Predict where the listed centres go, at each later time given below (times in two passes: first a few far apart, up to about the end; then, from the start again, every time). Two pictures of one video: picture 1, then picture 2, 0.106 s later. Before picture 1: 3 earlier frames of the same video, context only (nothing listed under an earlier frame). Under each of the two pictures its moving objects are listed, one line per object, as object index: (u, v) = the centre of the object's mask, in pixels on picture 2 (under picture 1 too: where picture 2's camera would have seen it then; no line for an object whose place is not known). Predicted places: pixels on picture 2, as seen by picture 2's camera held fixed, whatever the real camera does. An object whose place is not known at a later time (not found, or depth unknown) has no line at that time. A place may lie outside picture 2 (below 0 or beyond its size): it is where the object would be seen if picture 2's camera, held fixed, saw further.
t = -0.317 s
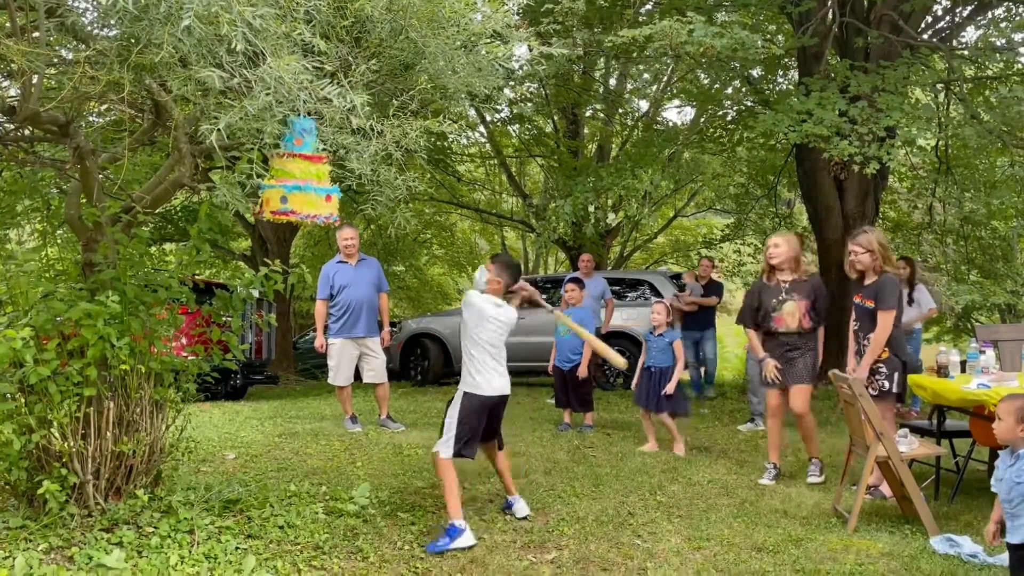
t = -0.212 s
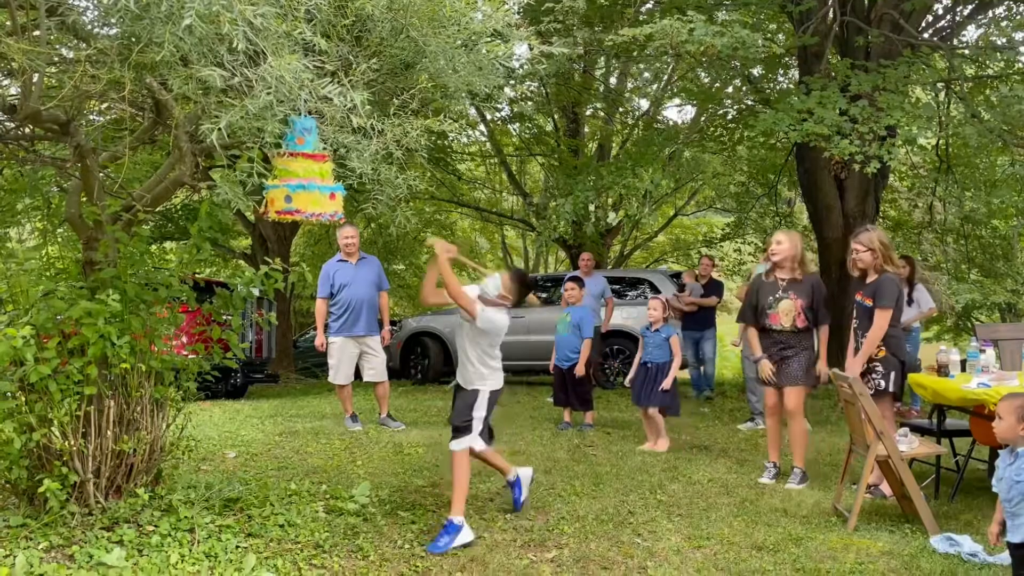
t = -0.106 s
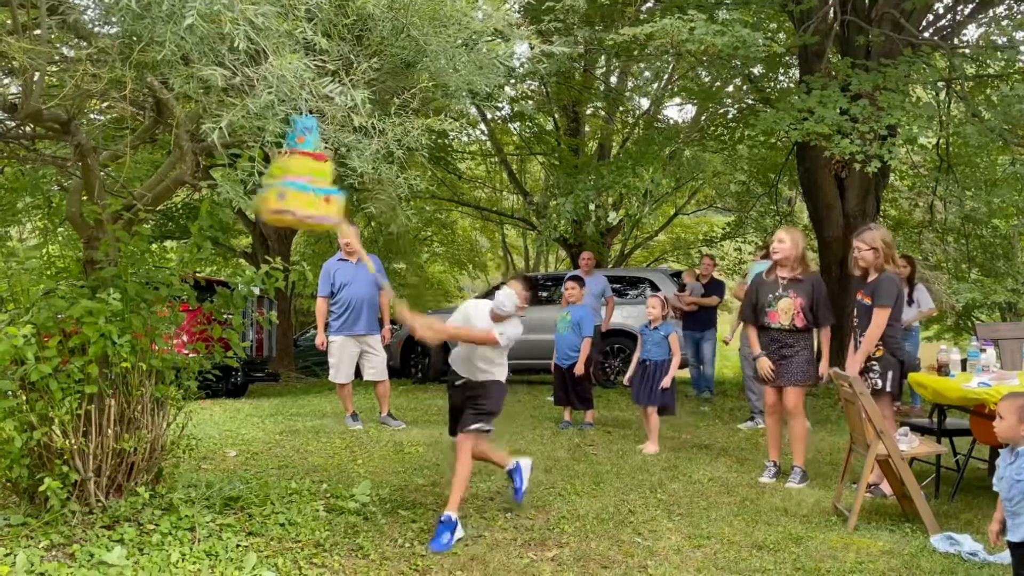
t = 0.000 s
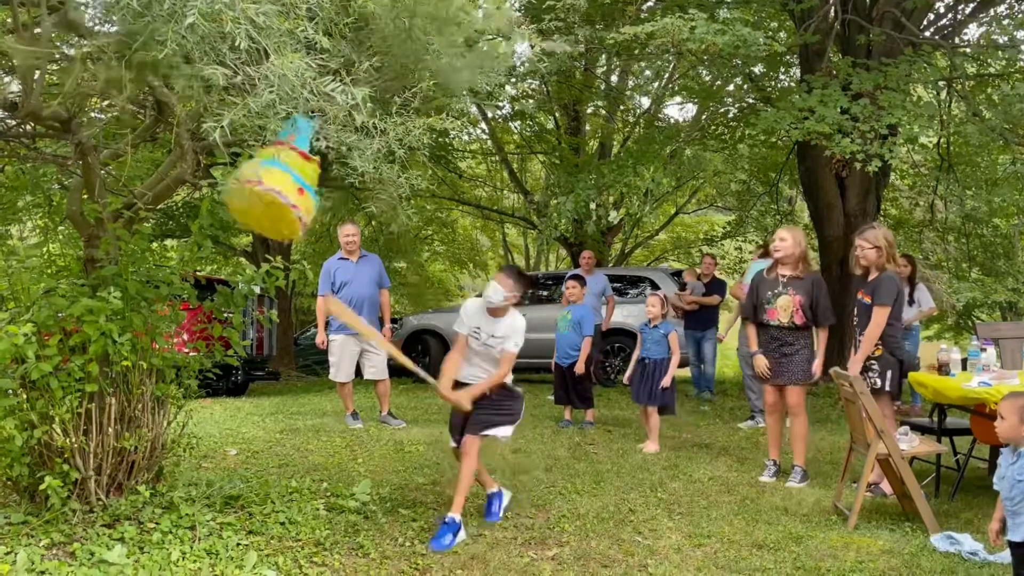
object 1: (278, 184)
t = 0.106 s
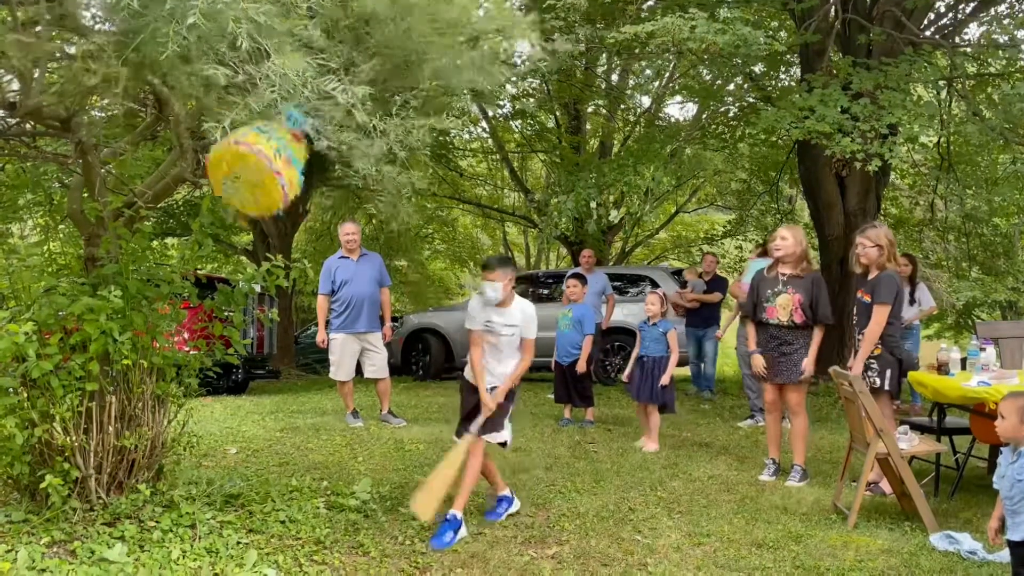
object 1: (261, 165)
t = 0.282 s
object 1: (253, 126)
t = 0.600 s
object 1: (274, 183)
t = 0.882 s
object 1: (325, 182)
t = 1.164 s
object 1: (335, 175)
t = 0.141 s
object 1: (258, 155)
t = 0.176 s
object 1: (253, 147)
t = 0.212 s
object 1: (252, 139)
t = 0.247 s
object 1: (254, 129)
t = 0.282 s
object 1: (253, 126)
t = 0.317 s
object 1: (252, 124)
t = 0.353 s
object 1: (253, 128)
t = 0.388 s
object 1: (253, 135)
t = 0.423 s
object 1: (255, 144)
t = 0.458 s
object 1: (259, 154)
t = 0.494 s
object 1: (264, 162)
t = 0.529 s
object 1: (267, 171)
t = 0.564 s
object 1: (271, 178)
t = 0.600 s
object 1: (274, 183)
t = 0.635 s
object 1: (284, 189)
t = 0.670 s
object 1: (290, 192)
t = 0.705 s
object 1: (297, 190)
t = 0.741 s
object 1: (303, 188)
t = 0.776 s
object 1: (309, 186)
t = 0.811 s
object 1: (314, 185)
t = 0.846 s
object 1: (320, 183)
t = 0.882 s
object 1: (325, 182)
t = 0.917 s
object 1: (330, 181)
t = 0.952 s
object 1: (336, 176)
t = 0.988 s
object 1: (337, 175)
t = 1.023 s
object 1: (337, 175)
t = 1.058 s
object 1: (337, 174)
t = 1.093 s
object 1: (338, 173)
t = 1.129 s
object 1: (337, 174)
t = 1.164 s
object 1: (335, 175)
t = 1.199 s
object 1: (333, 176)
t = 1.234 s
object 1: (330, 181)
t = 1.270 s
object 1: (332, 198)
